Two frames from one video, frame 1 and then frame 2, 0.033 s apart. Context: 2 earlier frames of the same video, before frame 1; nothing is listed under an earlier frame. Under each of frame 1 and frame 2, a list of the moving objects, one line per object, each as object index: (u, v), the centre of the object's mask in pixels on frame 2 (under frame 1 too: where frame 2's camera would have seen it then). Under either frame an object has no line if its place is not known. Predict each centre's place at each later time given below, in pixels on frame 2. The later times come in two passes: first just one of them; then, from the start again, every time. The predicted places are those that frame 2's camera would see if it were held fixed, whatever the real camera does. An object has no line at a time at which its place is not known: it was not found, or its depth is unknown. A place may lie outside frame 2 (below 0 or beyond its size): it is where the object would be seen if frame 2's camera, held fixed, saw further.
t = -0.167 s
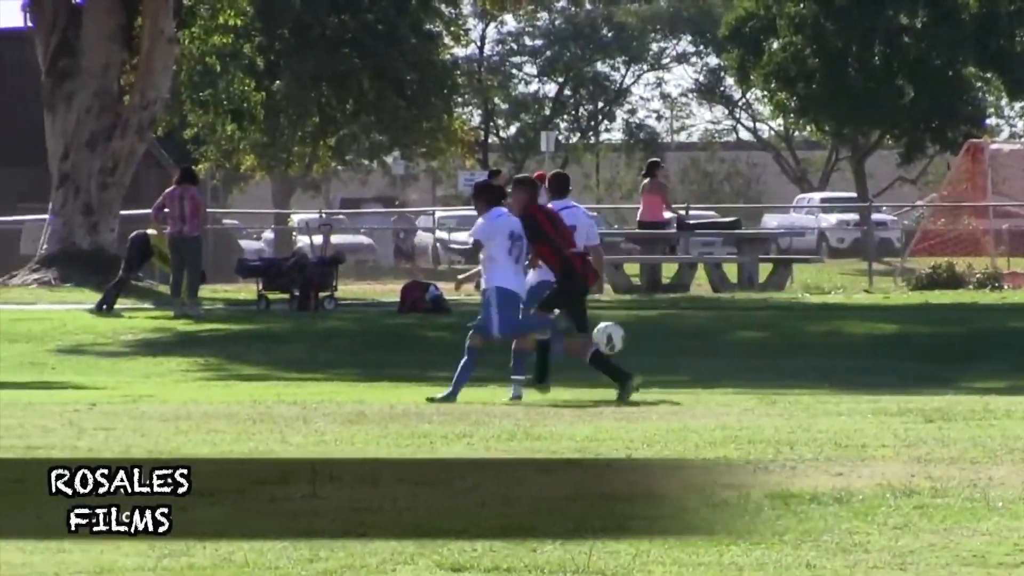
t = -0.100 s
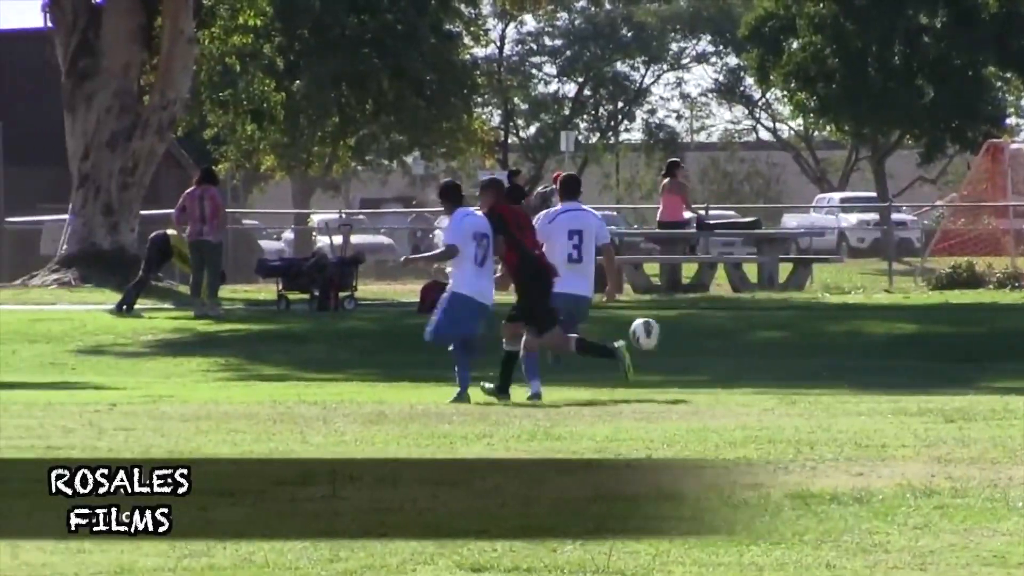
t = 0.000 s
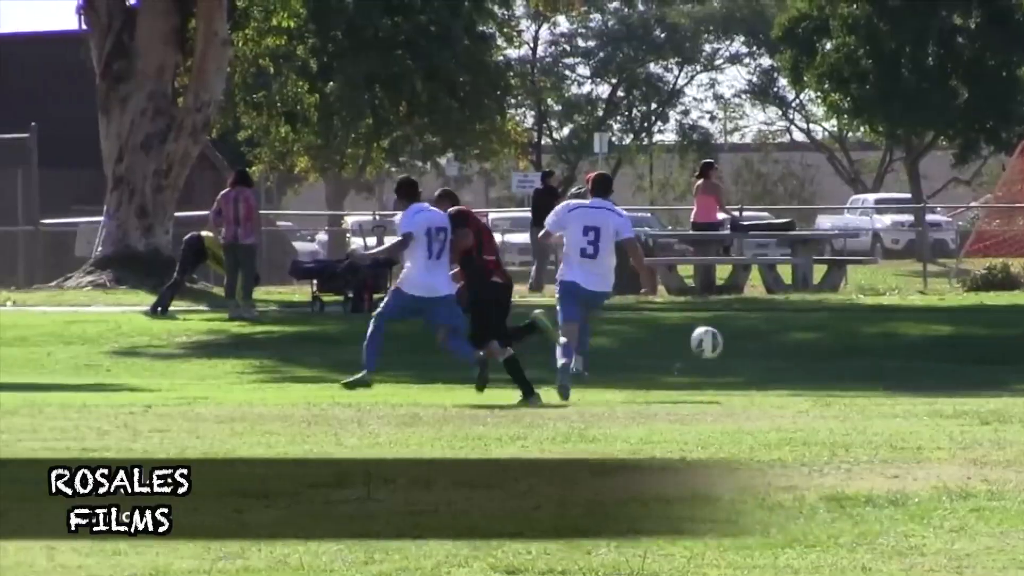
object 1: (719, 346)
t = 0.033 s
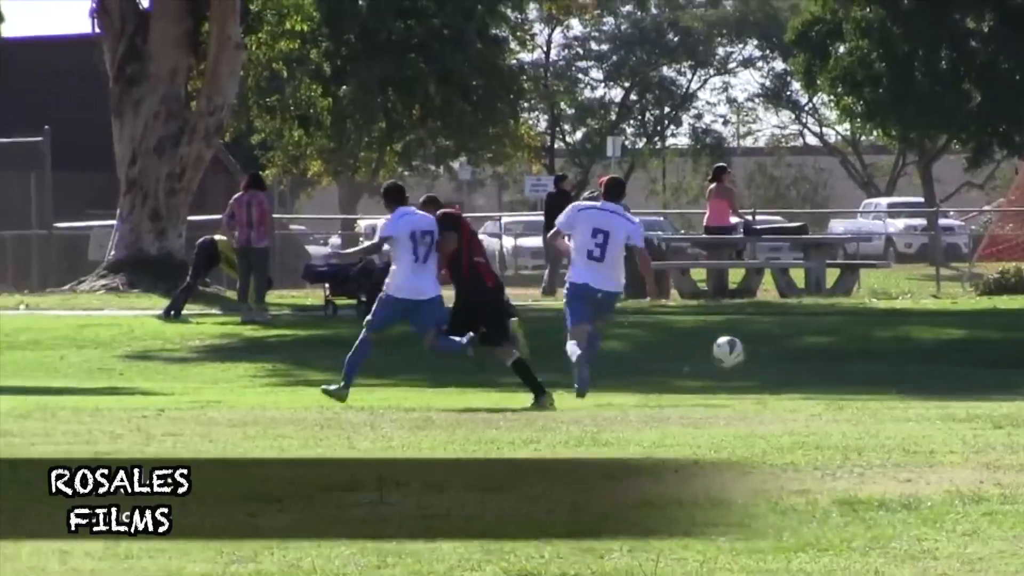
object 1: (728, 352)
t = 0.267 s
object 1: (768, 376)
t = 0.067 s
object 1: (738, 358)
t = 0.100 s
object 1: (746, 366)
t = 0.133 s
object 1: (757, 376)
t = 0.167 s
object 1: (766, 387)
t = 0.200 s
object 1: (768, 384)
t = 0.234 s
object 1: (768, 379)
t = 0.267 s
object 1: (768, 376)
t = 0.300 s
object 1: (768, 374)
